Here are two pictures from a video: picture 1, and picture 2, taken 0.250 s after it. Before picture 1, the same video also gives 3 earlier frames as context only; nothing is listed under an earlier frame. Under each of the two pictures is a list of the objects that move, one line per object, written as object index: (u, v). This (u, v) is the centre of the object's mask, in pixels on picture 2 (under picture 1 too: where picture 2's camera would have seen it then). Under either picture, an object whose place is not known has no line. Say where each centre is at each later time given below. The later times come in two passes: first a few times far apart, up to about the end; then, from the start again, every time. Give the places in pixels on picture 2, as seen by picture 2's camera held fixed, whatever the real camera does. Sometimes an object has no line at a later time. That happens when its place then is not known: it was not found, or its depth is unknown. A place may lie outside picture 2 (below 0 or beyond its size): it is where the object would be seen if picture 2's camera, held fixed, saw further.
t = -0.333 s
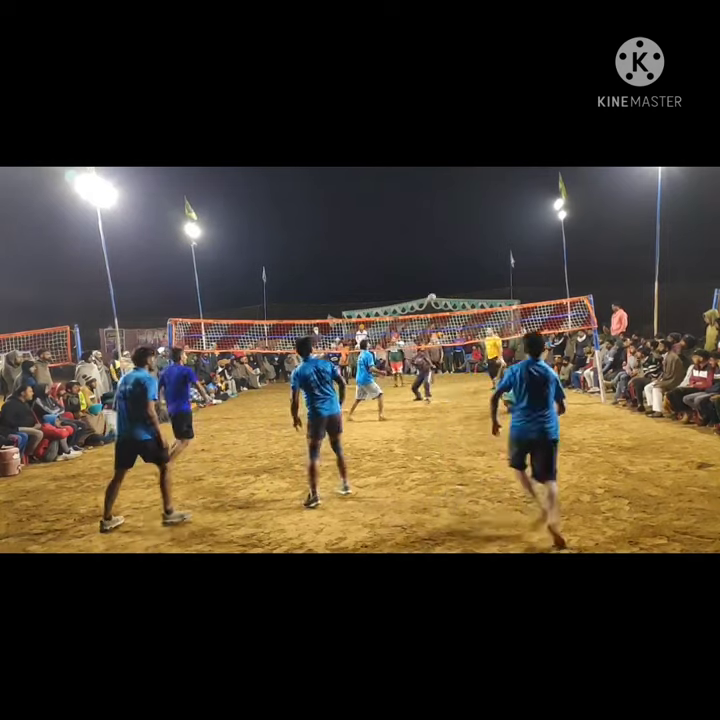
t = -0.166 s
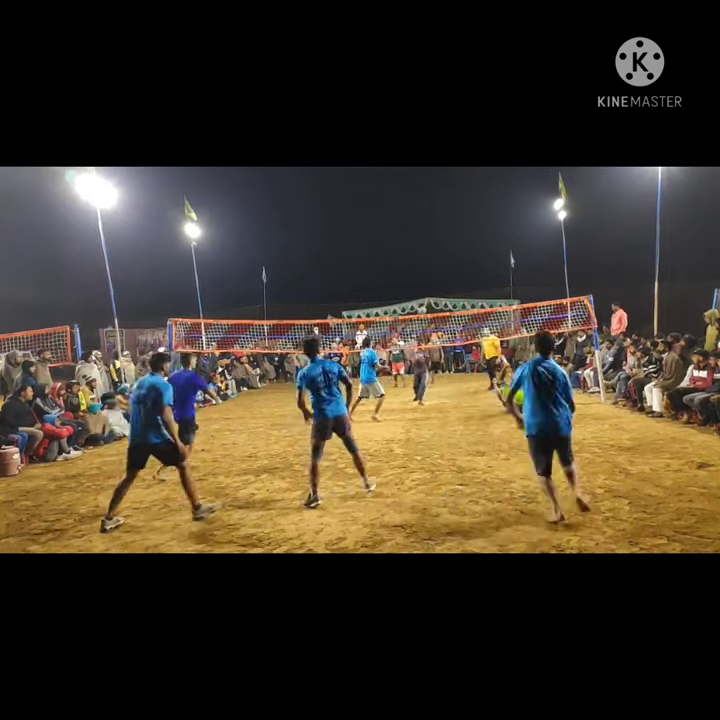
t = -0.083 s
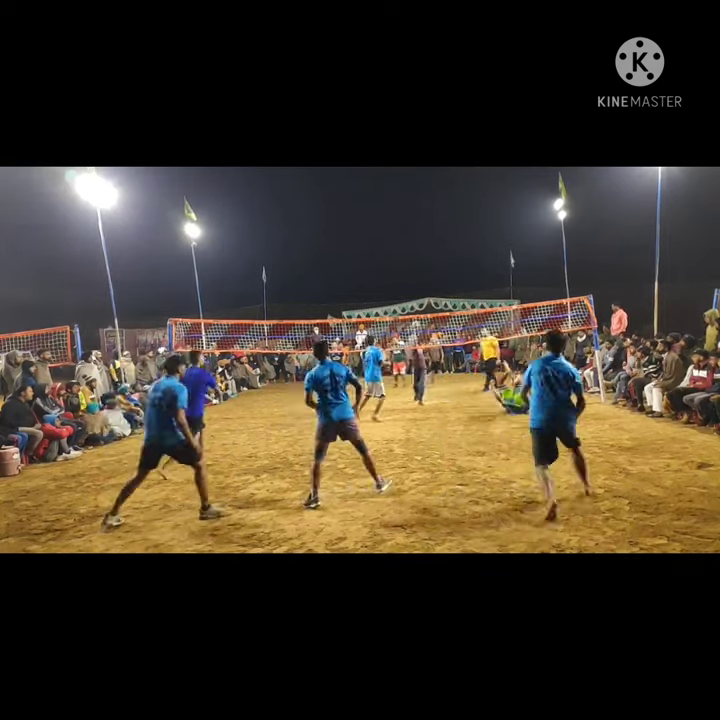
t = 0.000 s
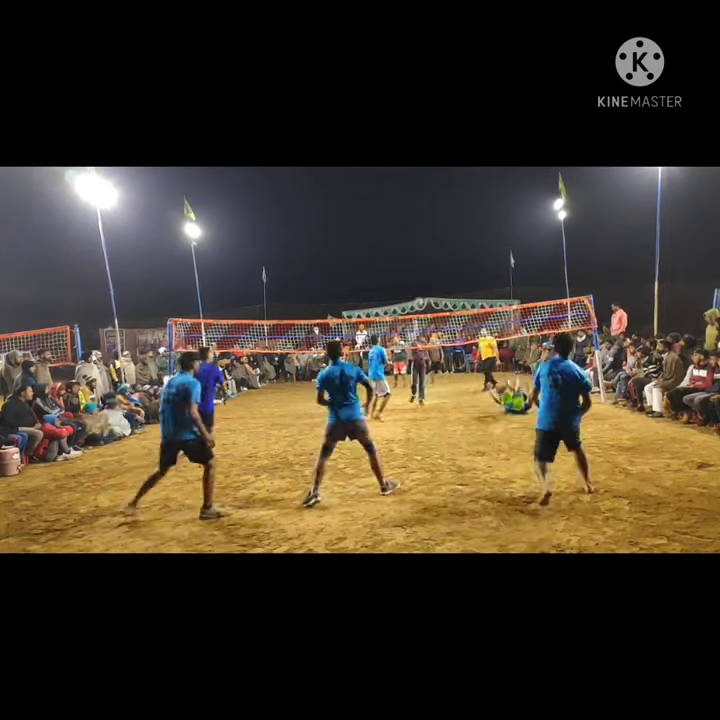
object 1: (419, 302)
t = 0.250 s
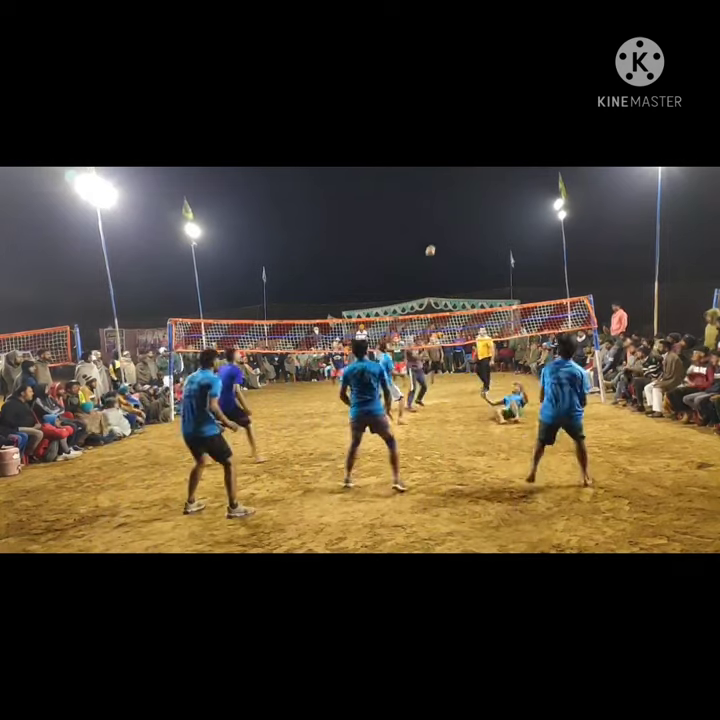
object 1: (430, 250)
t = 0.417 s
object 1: (442, 224)
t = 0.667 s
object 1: (469, 207)
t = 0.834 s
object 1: (489, 216)
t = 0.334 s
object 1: (434, 238)
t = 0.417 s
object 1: (442, 224)
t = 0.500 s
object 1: (451, 213)
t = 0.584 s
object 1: (458, 208)
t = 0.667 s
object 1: (469, 207)
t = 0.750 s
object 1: (478, 210)
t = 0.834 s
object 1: (489, 216)
